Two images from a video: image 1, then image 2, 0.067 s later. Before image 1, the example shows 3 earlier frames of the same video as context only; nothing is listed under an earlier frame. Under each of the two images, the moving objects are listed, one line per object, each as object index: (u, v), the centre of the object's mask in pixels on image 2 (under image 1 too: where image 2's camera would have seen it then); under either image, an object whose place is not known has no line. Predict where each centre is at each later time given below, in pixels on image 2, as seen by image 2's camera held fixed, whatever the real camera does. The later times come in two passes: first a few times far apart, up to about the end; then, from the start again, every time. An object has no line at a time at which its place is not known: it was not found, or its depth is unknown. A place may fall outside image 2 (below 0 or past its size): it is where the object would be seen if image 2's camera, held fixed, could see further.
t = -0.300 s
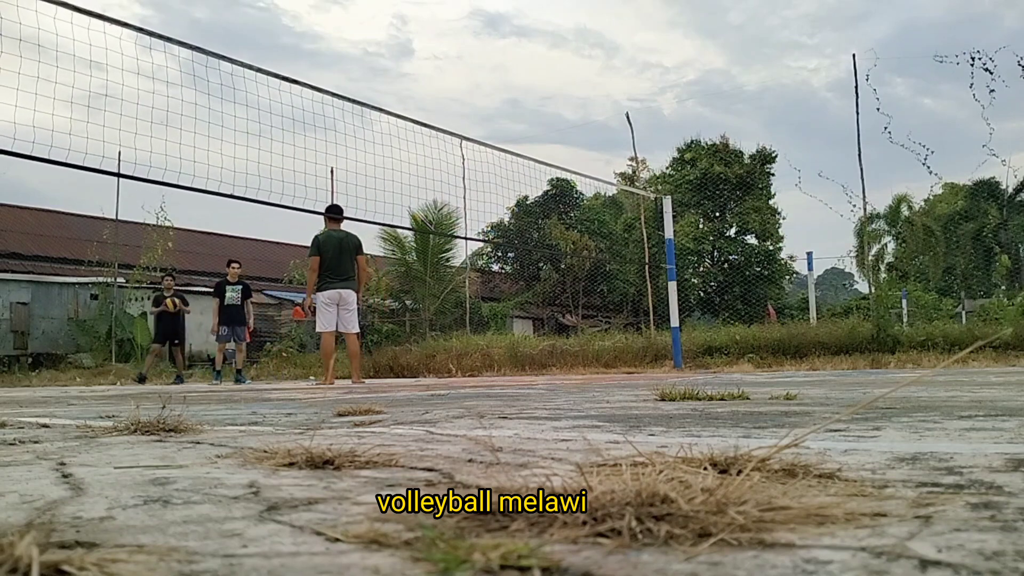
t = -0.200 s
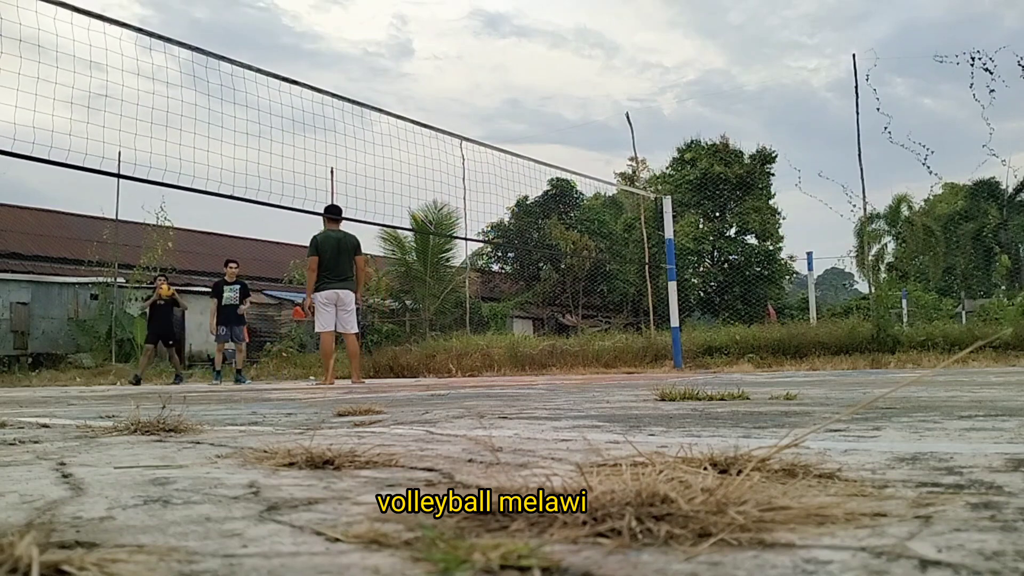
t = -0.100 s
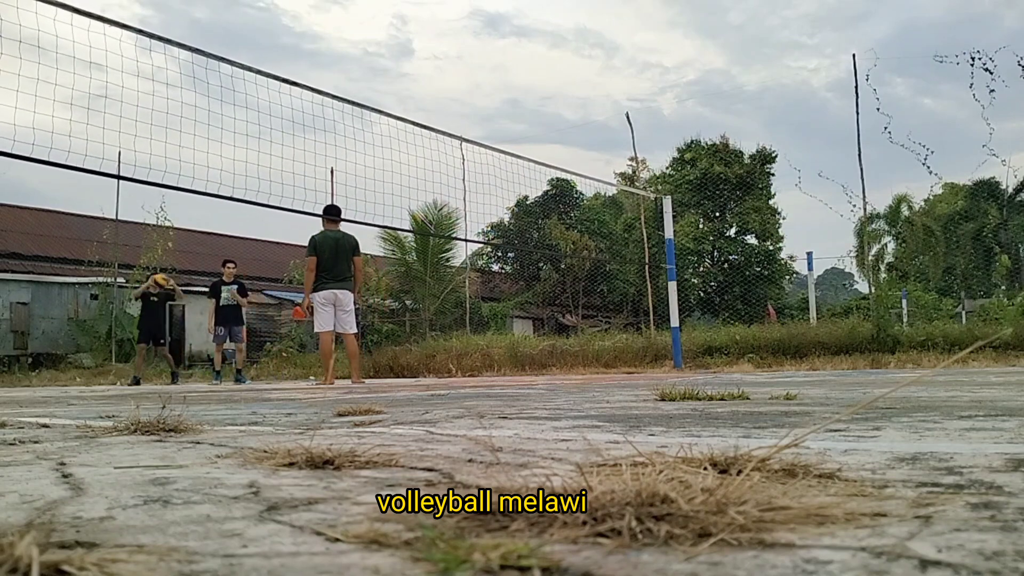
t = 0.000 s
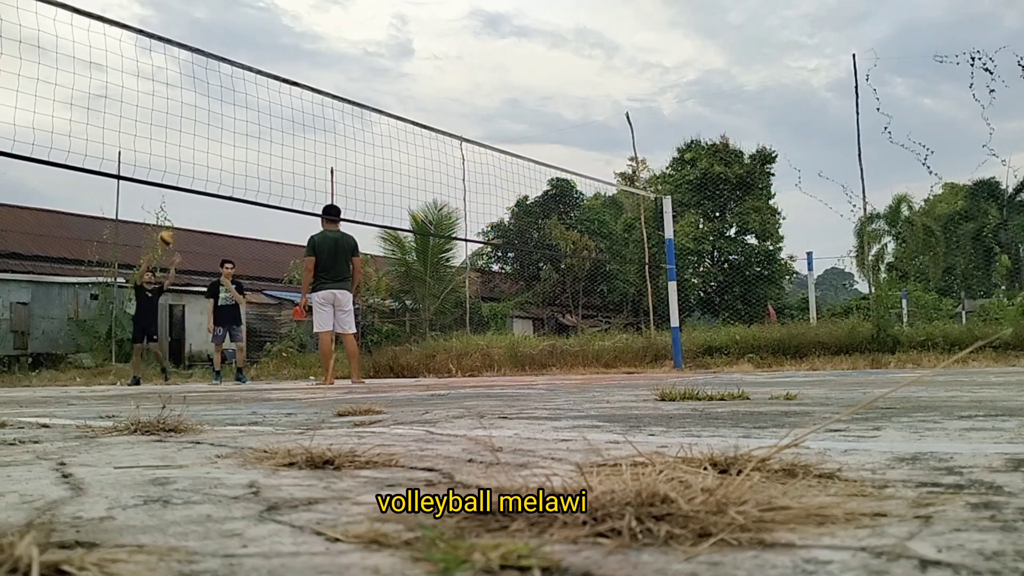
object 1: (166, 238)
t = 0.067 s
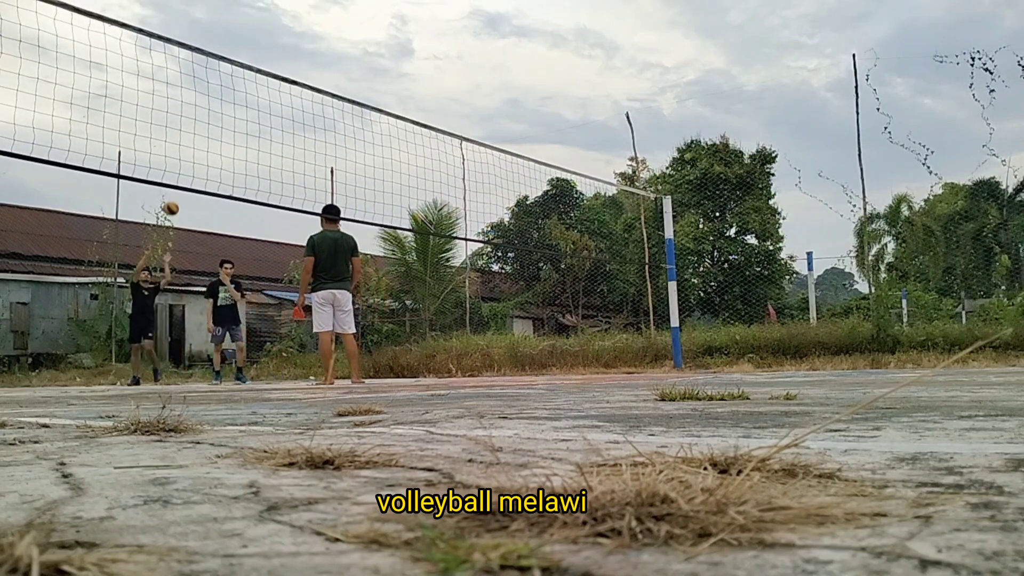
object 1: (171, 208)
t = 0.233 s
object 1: (184, 143)
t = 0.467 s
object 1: (200, 77)
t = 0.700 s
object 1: (218, 45)
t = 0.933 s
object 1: (238, 55)
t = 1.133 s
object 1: (256, 112)
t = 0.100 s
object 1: (173, 195)
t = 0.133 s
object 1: (176, 180)
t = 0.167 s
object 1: (179, 168)
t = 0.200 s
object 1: (181, 155)
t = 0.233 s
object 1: (184, 143)
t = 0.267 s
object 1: (186, 132)
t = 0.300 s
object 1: (189, 121)
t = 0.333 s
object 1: (191, 111)
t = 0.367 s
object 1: (193, 102)
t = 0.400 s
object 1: (196, 93)
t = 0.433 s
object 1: (198, 85)
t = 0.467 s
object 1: (200, 77)
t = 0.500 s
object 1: (203, 70)
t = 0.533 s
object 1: (205, 64)
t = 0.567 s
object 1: (207, 61)
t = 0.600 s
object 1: (209, 55)
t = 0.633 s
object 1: (213, 47)
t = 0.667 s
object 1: (216, 46)
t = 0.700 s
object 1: (218, 45)
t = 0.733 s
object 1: (220, 44)
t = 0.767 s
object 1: (223, 44)
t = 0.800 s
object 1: (226, 44)
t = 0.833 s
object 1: (229, 46)
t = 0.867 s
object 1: (231, 49)
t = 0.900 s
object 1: (234, 52)
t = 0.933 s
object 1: (238, 55)
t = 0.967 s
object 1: (240, 63)
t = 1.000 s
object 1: (243, 71)
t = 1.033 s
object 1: (246, 79)
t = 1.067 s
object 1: (249, 89)
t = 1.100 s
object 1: (252, 100)
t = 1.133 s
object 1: (256, 112)
